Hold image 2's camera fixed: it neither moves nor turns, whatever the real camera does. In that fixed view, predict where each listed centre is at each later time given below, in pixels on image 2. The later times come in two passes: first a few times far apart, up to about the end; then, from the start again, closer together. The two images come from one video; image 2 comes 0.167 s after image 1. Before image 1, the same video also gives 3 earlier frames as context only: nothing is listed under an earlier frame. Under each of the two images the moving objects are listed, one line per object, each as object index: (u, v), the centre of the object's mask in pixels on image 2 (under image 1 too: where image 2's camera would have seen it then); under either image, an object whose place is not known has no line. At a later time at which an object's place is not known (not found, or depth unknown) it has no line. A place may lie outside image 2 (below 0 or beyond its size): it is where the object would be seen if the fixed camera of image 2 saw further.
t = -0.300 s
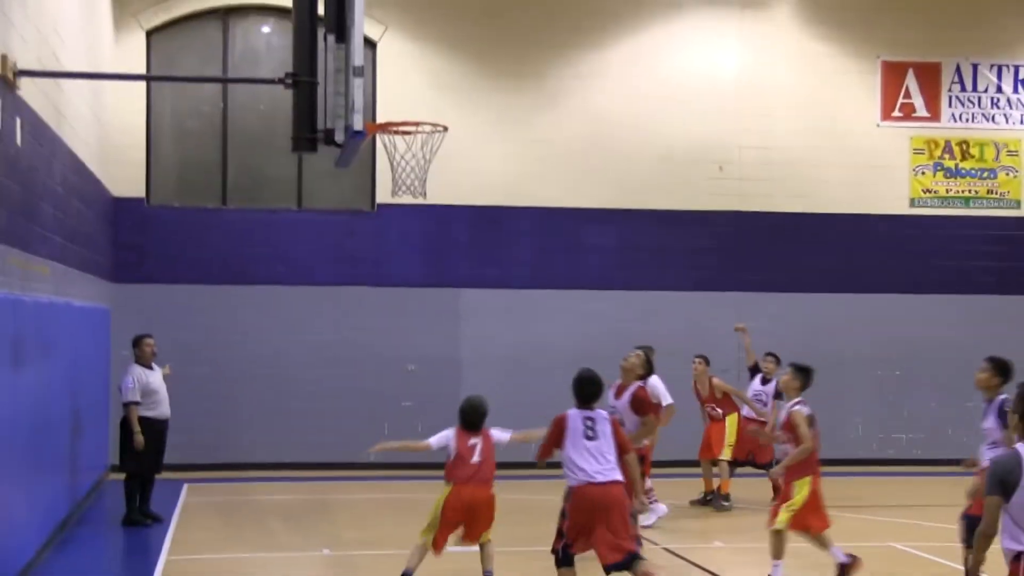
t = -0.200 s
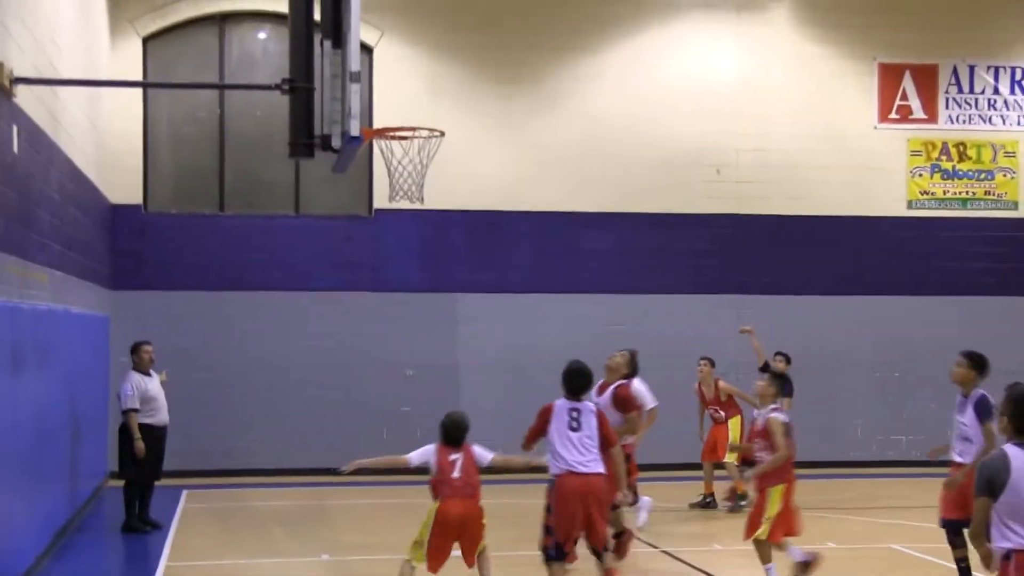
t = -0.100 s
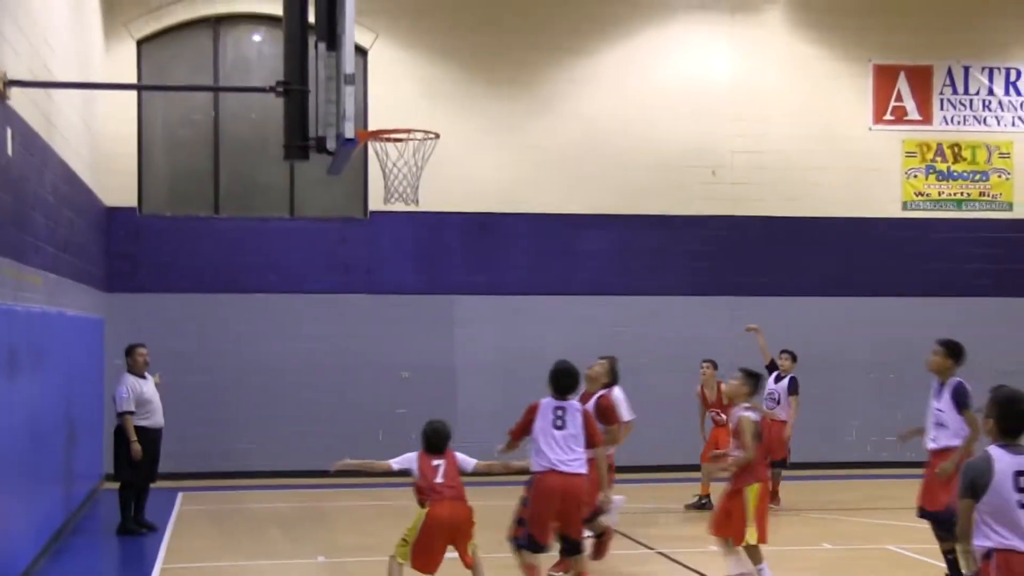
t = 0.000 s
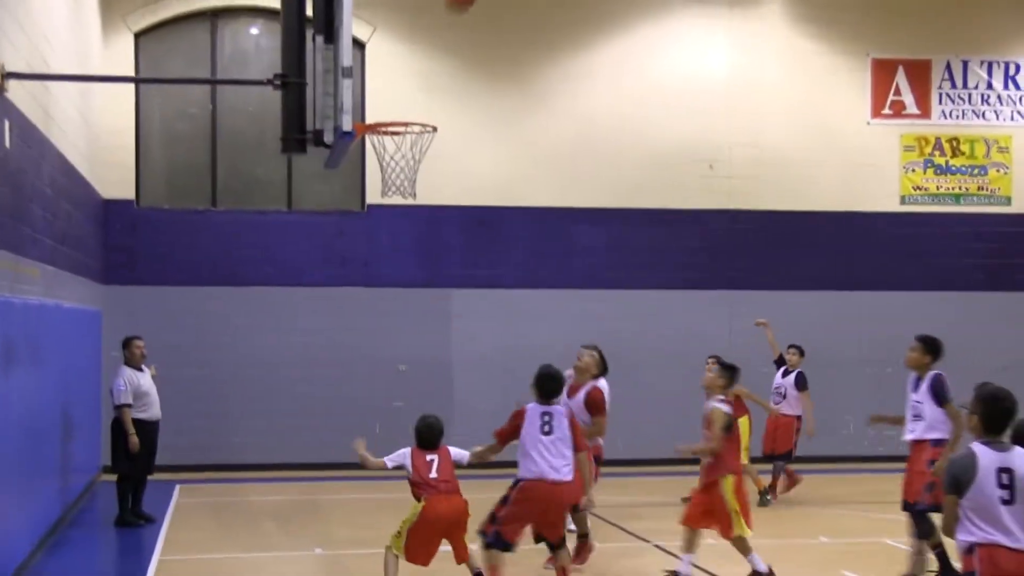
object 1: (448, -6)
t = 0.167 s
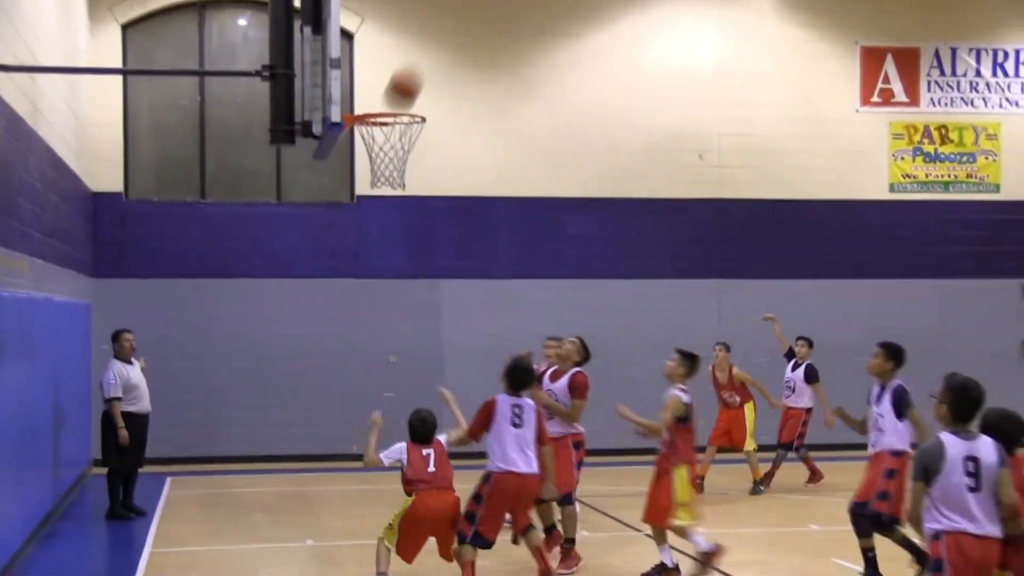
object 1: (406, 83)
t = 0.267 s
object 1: (376, 169)
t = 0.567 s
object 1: (345, 340)
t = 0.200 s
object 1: (395, 105)
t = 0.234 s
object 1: (384, 141)
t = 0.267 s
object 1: (376, 169)
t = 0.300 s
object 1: (373, 181)
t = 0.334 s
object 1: (370, 194)
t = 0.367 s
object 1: (367, 210)
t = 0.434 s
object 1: (360, 243)
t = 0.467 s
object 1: (357, 264)
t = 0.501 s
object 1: (353, 288)
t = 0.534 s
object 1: (349, 315)
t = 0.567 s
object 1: (345, 340)
